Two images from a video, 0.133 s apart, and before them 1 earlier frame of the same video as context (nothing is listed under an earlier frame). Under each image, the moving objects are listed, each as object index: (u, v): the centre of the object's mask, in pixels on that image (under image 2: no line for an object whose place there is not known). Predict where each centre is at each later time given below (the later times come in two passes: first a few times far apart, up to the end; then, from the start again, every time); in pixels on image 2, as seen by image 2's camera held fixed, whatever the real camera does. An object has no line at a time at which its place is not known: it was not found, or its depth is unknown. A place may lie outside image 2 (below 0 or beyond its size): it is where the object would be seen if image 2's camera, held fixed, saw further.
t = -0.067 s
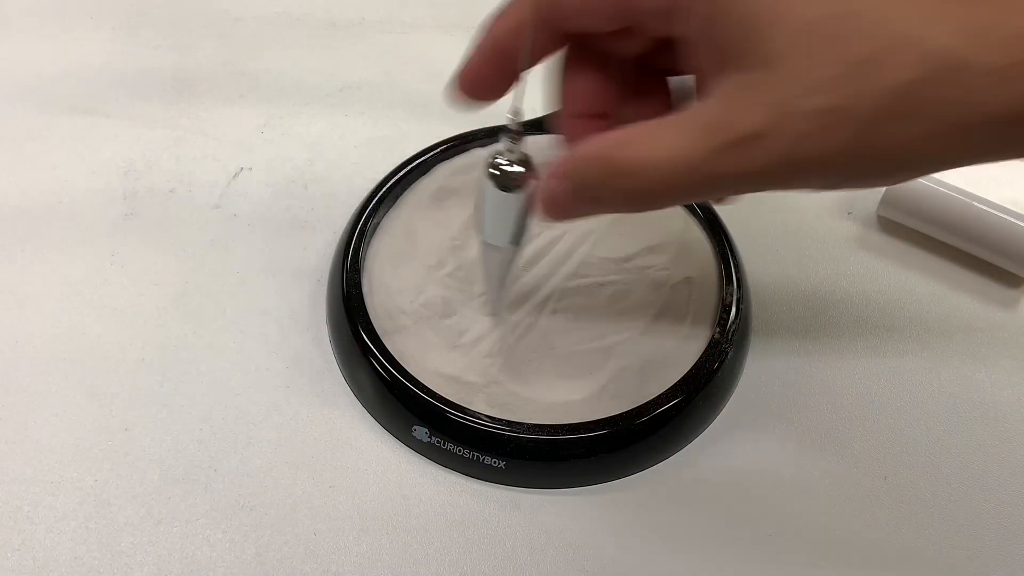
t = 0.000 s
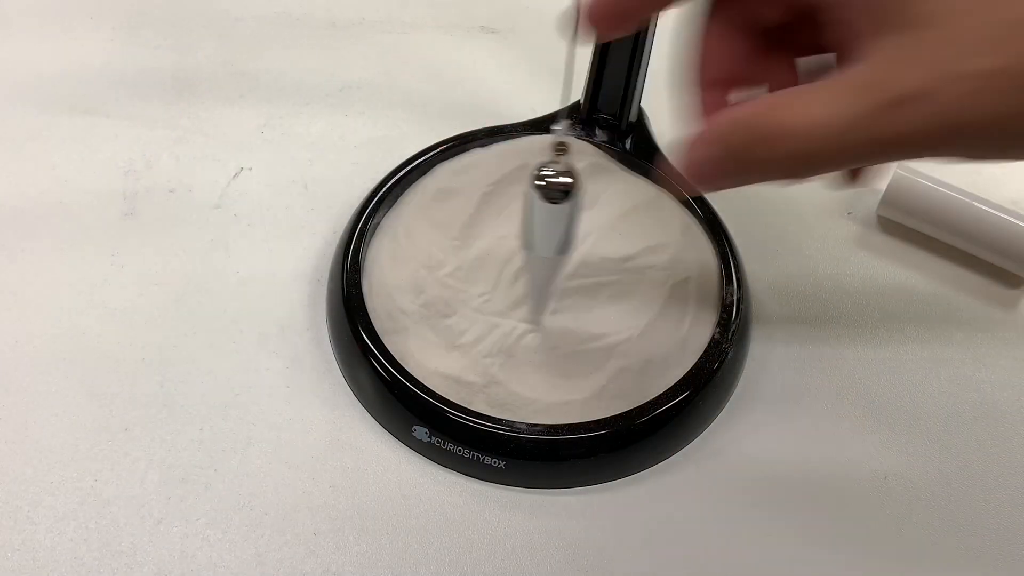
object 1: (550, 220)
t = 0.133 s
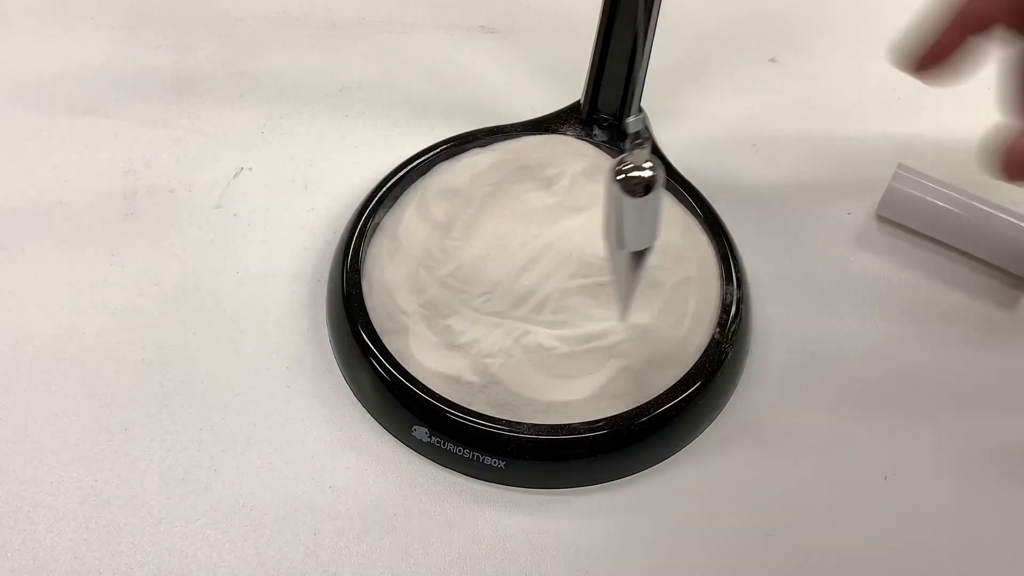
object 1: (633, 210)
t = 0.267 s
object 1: (663, 178)
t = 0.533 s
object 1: (549, 115)
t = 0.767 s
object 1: (454, 138)
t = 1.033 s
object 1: (550, 223)
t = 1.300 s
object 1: (653, 195)
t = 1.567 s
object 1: (548, 116)
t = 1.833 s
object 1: (464, 137)
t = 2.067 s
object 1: (554, 219)
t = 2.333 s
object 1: (645, 208)
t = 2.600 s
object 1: (545, 117)
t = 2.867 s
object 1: (474, 122)
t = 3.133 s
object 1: (576, 221)
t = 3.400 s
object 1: (633, 212)
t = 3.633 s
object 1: (540, 126)
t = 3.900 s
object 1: (482, 112)
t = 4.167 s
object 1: (581, 212)
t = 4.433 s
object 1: (626, 224)
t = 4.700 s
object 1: (520, 127)
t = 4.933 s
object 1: (488, 105)
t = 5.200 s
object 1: (586, 198)
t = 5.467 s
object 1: (621, 232)
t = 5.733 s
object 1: (514, 141)
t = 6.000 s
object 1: (499, 105)
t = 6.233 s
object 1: (592, 183)
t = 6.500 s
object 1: (617, 233)
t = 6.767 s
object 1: (508, 156)
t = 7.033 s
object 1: (503, 105)
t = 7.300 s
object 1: (610, 180)
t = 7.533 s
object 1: (615, 230)
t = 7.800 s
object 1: (502, 170)
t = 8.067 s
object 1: (504, 109)
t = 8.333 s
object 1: (616, 166)
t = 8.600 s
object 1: (603, 224)
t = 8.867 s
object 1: (485, 171)
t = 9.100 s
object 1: (503, 118)
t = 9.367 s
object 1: (621, 154)
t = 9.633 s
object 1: (604, 214)
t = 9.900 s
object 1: (480, 181)
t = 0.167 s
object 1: (646, 204)
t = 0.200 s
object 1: (656, 197)
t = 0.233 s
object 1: (662, 188)
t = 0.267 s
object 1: (663, 178)
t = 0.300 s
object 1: (659, 168)
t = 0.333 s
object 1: (651, 158)
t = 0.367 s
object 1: (640, 147)
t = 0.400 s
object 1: (625, 139)
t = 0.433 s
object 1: (609, 128)
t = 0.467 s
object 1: (591, 123)
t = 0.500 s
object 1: (570, 119)
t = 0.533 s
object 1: (549, 115)
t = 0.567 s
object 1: (528, 112)
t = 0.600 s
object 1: (509, 112)
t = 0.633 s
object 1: (493, 113)
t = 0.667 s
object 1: (478, 116)
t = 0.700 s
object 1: (466, 122)
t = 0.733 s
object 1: (458, 129)
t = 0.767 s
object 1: (454, 138)
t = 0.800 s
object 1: (454, 149)
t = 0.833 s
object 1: (458, 160)
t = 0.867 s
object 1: (466, 172)
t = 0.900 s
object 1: (477, 184)
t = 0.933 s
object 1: (491, 196)
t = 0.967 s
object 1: (509, 206)
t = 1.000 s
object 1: (529, 215)
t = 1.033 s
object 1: (550, 223)
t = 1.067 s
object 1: (571, 227)
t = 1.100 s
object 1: (592, 228)
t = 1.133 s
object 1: (610, 228)
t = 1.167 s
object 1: (626, 224)
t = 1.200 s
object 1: (639, 218)
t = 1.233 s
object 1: (648, 212)
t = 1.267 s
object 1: (652, 204)
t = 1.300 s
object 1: (653, 195)
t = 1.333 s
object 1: (650, 184)
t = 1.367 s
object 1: (642, 172)
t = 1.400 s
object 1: (632, 161)
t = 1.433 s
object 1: (618, 148)
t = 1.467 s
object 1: (603, 138)
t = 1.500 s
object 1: (586, 129)
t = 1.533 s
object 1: (567, 122)
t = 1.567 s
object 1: (548, 116)
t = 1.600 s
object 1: (529, 110)
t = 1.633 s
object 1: (512, 108)
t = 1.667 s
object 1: (497, 106)
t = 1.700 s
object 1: (484, 108)
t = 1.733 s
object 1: (474, 111)
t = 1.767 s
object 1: (467, 118)
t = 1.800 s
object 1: (464, 127)
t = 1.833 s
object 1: (464, 137)
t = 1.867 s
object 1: (468, 148)
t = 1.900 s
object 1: (475, 161)
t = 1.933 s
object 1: (487, 175)
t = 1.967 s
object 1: (500, 188)
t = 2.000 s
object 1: (515, 199)
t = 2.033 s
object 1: (534, 211)
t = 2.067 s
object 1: (554, 219)
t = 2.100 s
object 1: (572, 227)
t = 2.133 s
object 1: (591, 232)
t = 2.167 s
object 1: (608, 233)
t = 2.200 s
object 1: (622, 233)
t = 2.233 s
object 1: (633, 229)
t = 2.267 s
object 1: (641, 223)
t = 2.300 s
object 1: (645, 217)
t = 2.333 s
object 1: (645, 208)
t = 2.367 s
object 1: (641, 197)
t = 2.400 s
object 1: (634, 186)
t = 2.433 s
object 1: (624, 173)
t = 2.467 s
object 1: (610, 160)
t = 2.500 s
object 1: (596, 147)
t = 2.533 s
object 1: (579, 137)
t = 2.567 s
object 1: (562, 126)
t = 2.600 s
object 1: (545, 117)
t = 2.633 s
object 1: (528, 109)
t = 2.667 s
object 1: (513, 103)
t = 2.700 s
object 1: (500, 99)
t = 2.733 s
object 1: (489, 99)
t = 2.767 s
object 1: (480, 101)
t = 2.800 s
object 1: (475, 105)
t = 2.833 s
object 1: (473, 113)
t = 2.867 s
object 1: (474, 122)
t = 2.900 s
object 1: (478, 133)
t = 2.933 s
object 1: (486, 146)
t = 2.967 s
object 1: (496, 159)
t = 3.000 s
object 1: (509, 174)
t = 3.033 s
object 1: (525, 187)
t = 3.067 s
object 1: (541, 199)
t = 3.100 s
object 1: (559, 210)
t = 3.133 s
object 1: (576, 221)
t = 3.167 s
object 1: (593, 228)
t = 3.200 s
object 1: (607, 234)
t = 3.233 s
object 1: (619, 236)
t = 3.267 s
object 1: (629, 236)
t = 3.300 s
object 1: (635, 232)
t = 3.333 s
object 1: (638, 228)
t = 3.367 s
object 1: (637, 220)
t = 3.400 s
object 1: (633, 212)
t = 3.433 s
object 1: (625, 201)
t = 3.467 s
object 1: (614, 189)
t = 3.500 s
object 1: (602, 177)
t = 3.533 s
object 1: (587, 164)
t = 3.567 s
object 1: (572, 150)
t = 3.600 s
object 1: (555, 138)
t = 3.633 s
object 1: (540, 126)
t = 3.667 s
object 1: (524, 117)
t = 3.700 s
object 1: (512, 108)
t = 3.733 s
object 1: (501, 102)
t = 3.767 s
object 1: (491, 98)
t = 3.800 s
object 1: (484, 97)
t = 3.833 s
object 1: (481, 99)
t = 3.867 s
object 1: (480, 104)
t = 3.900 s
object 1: (482, 112)
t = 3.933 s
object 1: (487, 121)
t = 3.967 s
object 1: (495, 133)
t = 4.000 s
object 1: (506, 146)
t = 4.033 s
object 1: (519, 160)
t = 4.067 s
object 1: (533, 174)
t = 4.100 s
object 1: (549, 188)
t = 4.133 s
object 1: (565, 201)
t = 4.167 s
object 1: (581, 212)
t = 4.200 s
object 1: (596, 221)
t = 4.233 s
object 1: (609, 229)
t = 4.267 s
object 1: (619, 235)
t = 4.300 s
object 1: (628, 238)
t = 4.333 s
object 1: (632, 238)
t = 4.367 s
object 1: (634, 235)
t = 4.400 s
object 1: (632, 231)
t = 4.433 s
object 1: (626, 224)
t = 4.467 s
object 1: (618, 215)
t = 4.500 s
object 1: (607, 204)
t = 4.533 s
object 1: (594, 192)
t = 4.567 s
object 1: (580, 180)
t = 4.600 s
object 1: (564, 166)
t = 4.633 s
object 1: (548, 153)
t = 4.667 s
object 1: (534, 139)
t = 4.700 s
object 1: (520, 127)
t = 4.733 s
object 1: (508, 117)
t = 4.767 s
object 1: (499, 108)
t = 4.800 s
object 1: (491, 102)
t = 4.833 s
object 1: (486, 98)
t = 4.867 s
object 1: (484, 97)
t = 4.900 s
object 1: (484, 99)
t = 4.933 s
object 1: (488, 105)
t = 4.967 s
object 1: (494, 112)
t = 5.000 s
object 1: (503, 121)
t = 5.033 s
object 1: (514, 133)
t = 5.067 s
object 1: (527, 144)
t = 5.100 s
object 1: (541, 158)
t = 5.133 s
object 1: (556, 172)
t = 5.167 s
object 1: (572, 185)
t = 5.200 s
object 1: (586, 198)
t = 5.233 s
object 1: (600, 209)
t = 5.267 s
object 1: (612, 220)
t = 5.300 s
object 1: (621, 227)
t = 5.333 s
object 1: (628, 233)
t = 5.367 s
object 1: (631, 236)
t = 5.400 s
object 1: (631, 237)
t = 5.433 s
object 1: (627, 235)
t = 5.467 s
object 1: (621, 232)
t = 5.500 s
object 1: (612, 225)
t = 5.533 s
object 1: (600, 215)
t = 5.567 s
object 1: (587, 205)
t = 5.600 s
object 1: (572, 193)
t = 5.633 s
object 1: (556, 180)
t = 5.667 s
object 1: (541, 167)
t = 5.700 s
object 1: (527, 153)
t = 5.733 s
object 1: (514, 141)
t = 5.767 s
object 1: (504, 129)
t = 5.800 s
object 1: (495, 118)
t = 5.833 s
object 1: (489, 110)
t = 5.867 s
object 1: (485, 104)
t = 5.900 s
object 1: (485, 100)
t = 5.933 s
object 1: (487, 99)
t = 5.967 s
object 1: (492, 101)
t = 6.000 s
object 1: (499, 105)
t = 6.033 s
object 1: (509, 112)
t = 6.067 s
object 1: (520, 122)
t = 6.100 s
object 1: (534, 132)
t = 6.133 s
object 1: (549, 144)
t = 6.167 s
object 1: (563, 157)
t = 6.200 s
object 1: (578, 169)
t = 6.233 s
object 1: (592, 183)
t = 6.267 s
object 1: (605, 194)
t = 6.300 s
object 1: (616, 206)
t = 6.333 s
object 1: (624, 216)
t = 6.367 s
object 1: (629, 224)
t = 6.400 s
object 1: (631, 229)
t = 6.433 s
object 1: (630, 232)
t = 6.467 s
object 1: (625, 235)
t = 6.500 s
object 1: (617, 233)
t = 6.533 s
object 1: (607, 229)
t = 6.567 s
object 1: (594, 224)
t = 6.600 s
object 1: (580, 215)
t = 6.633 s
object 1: (565, 205)
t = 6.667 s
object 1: (549, 194)
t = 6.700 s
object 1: (534, 182)
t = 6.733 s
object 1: (520, 169)
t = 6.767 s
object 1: (508, 156)
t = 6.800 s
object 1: (498, 143)
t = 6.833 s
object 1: (490, 132)
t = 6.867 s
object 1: (485, 121)
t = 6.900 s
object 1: (483, 113)
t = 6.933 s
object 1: (484, 108)
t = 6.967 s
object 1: (487, 104)
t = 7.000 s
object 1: (494, 103)
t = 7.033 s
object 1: (503, 105)
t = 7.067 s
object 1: (513, 110)
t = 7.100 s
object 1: (526, 115)
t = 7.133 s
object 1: (540, 123)
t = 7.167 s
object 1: (555, 133)
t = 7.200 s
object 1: (570, 145)
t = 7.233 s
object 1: (585, 156)
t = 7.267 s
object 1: (598, 168)
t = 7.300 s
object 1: (610, 180)
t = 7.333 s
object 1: (620, 190)
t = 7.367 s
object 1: (627, 201)
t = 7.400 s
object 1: (632, 210)
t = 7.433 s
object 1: (632, 218)
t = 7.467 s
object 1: (630, 224)
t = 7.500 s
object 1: (624, 228)
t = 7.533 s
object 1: (615, 230)
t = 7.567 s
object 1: (604, 228)
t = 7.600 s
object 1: (590, 227)
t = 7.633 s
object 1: (575, 220)
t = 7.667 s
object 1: (559, 212)
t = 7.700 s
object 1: (543, 205)
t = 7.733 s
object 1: (528, 195)
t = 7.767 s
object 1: (513, 182)
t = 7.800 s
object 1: (502, 170)
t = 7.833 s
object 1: (492, 158)
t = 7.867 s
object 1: (485, 146)
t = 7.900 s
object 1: (481, 135)
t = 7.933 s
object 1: (479, 126)
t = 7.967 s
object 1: (481, 118)
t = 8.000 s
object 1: (486, 114)
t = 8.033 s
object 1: (494, 109)
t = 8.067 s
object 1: (504, 109)
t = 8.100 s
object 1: (515, 111)
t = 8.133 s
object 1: (529, 114)
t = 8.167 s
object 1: (544, 119)
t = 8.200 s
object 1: (560, 126)
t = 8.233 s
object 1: (576, 136)
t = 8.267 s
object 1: (591, 145)
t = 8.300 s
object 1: (604, 155)
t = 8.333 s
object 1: (616, 166)
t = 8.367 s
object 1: (626, 176)
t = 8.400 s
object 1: (632, 186)
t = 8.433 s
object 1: (635, 196)
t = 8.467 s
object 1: (636, 204)
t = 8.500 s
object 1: (632, 212)
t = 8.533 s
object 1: (626, 218)
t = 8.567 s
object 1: (616, 221)
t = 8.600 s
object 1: (603, 224)
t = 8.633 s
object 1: (588, 223)
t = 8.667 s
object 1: (572, 221)
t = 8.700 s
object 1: (555, 215)
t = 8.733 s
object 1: (538, 209)
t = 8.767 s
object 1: (522, 202)
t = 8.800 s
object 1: (507, 192)
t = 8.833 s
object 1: (495, 181)
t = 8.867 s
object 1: (485, 171)
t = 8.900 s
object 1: (479, 159)
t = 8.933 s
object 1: (475, 149)
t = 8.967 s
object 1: (474, 139)
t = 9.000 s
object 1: (477, 132)
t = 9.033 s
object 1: (483, 125)
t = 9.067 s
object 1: (491, 120)
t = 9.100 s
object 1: (503, 118)
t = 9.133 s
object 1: (516, 117)
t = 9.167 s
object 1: (530, 118)
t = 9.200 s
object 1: (547, 120)
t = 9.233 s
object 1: (564, 125)
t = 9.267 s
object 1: (580, 130)
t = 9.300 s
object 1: (595, 136)
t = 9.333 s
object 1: (609, 144)
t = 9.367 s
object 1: (621, 154)
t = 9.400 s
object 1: (630, 163)
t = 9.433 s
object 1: (636, 173)
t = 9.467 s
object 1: (640, 181)
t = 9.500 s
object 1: (639, 190)
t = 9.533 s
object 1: (635, 198)
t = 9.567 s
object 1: (628, 205)
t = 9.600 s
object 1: (617, 211)
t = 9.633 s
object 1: (604, 214)
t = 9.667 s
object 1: (588, 215)
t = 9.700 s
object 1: (571, 217)
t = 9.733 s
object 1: (553, 214)
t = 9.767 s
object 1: (535, 210)
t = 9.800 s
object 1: (518, 205)
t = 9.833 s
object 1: (504, 197)
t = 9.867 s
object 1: (490, 189)
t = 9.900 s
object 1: (480, 181)
